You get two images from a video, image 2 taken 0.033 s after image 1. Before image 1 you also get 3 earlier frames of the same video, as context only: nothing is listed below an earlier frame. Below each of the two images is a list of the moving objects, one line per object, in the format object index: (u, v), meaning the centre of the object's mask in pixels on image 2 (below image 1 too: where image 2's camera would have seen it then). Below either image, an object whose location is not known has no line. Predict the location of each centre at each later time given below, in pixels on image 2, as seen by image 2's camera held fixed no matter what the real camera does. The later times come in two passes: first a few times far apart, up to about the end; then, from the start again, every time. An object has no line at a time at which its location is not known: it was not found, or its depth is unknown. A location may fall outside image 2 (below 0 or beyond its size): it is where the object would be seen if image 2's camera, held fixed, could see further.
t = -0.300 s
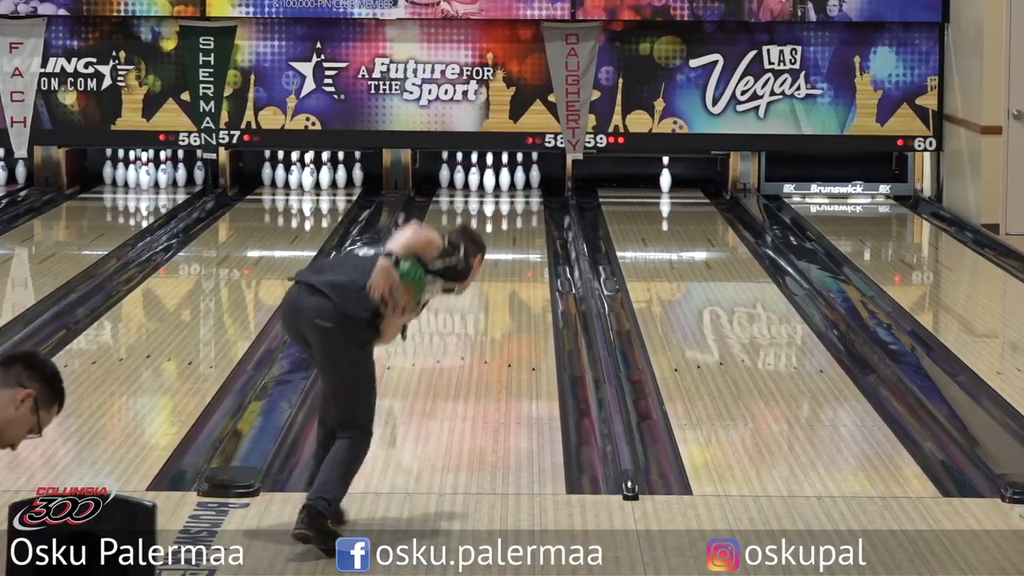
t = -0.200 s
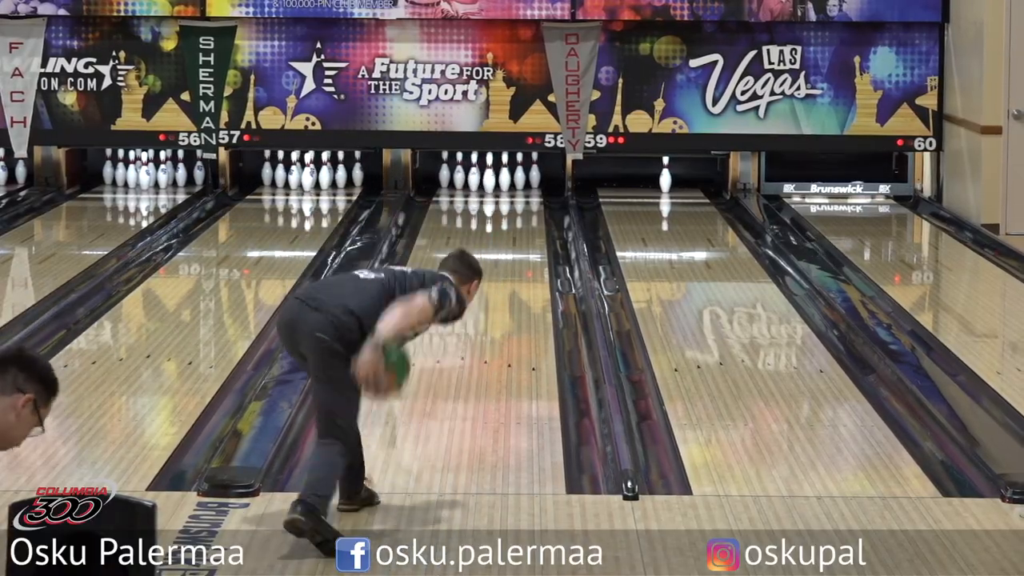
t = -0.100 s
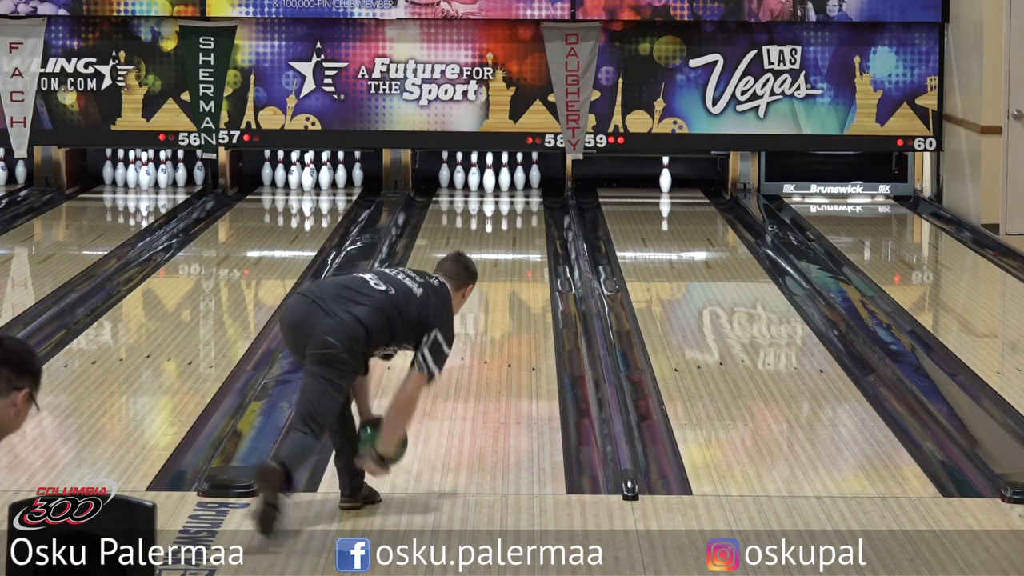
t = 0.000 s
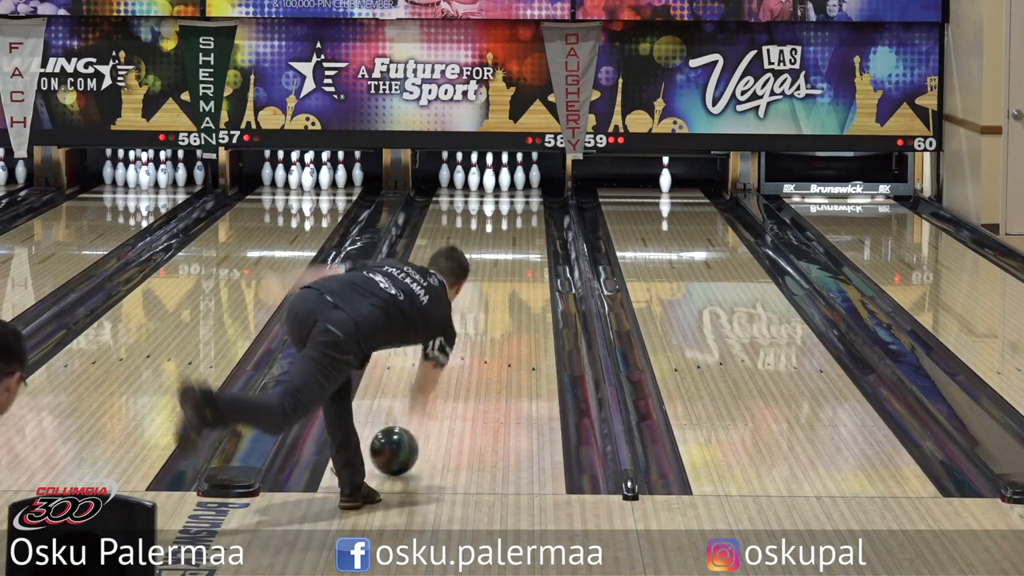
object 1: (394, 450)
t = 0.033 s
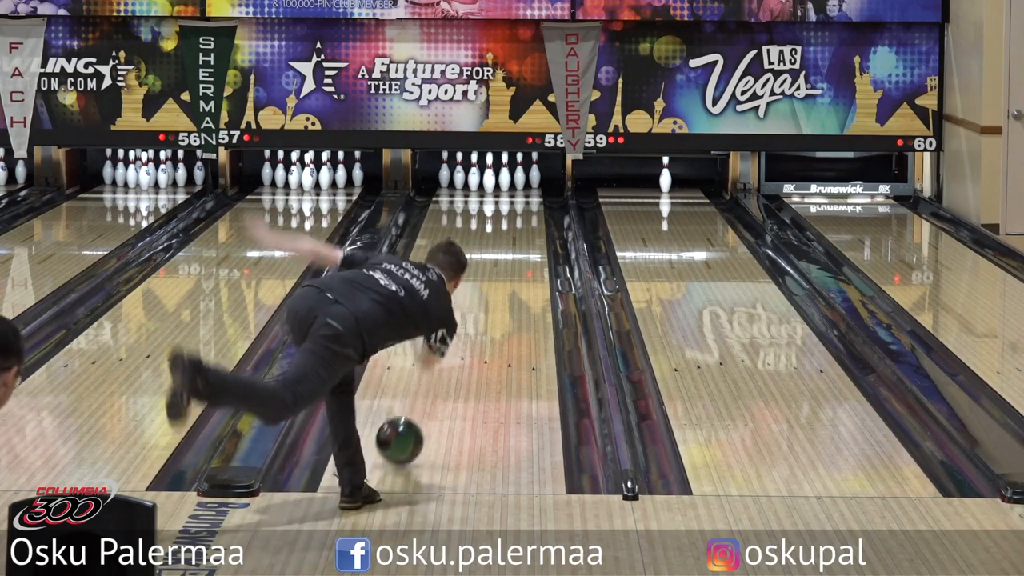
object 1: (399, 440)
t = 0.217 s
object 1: (427, 396)
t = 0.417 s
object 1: (449, 358)
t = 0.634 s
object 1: (472, 320)
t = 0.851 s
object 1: (488, 291)
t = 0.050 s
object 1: (402, 435)
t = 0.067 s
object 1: (405, 431)
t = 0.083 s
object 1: (408, 428)
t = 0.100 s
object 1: (410, 424)
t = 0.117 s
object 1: (413, 420)
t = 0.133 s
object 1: (415, 416)
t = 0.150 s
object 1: (418, 412)
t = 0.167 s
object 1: (420, 408)
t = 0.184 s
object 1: (422, 404)
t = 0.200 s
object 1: (425, 400)
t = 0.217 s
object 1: (427, 396)
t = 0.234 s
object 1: (429, 393)
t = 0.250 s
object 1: (432, 389)
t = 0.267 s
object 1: (434, 385)
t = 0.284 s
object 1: (436, 382)
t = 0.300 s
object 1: (438, 379)
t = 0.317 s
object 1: (440, 375)
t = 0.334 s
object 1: (442, 372)
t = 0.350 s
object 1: (444, 369)
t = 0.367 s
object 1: (446, 365)
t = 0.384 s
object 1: (447, 363)
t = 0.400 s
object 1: (449, 360)
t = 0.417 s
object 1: (449, 358)
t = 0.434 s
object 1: (449, 356)
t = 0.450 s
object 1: (464, 348)
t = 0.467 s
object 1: (462, 348)
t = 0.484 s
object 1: (461, 345)
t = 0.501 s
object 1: (460, 342)
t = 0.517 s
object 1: (461, 339)
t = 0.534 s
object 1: (463, 336)
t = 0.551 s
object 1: (464, 334)
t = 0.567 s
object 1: (466, 331)
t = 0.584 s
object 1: (467, 328)
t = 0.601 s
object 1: (469, 326)
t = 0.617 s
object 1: (470, 323)
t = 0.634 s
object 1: (472, 320)
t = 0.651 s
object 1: (473, 318)
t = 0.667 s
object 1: (475, 315)
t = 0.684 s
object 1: (476, 313)
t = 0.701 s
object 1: (477, 311)
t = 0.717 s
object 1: (478, 308)
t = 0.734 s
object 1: (480, 306)
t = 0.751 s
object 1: (481, 304)
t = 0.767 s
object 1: (482, 302)
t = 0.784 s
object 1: (483, 299)
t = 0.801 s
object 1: (485, 297)
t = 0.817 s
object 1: (486, 296)
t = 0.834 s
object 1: (487, 293)
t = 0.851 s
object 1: (488, 291)
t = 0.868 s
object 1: (489, 289)
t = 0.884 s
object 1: (490, 287)
